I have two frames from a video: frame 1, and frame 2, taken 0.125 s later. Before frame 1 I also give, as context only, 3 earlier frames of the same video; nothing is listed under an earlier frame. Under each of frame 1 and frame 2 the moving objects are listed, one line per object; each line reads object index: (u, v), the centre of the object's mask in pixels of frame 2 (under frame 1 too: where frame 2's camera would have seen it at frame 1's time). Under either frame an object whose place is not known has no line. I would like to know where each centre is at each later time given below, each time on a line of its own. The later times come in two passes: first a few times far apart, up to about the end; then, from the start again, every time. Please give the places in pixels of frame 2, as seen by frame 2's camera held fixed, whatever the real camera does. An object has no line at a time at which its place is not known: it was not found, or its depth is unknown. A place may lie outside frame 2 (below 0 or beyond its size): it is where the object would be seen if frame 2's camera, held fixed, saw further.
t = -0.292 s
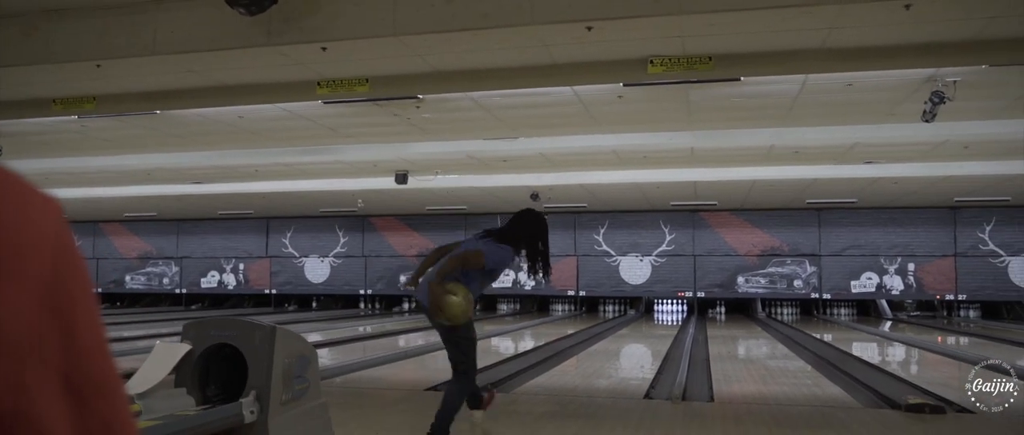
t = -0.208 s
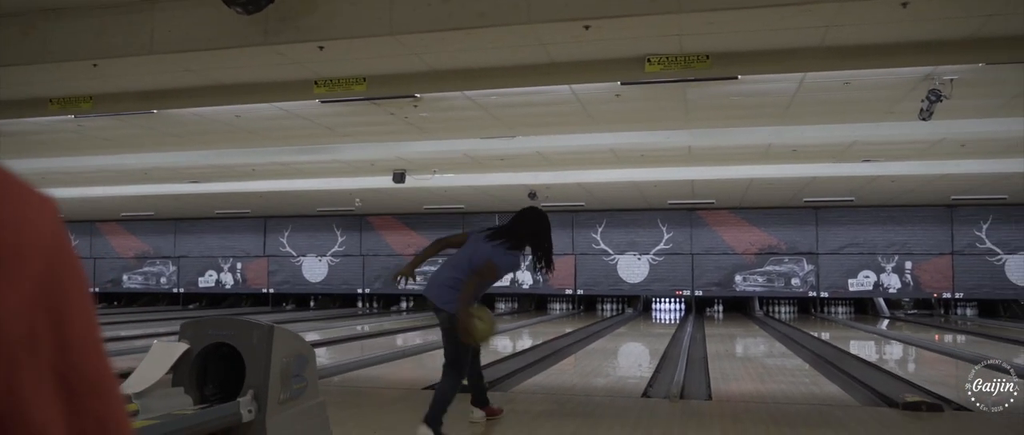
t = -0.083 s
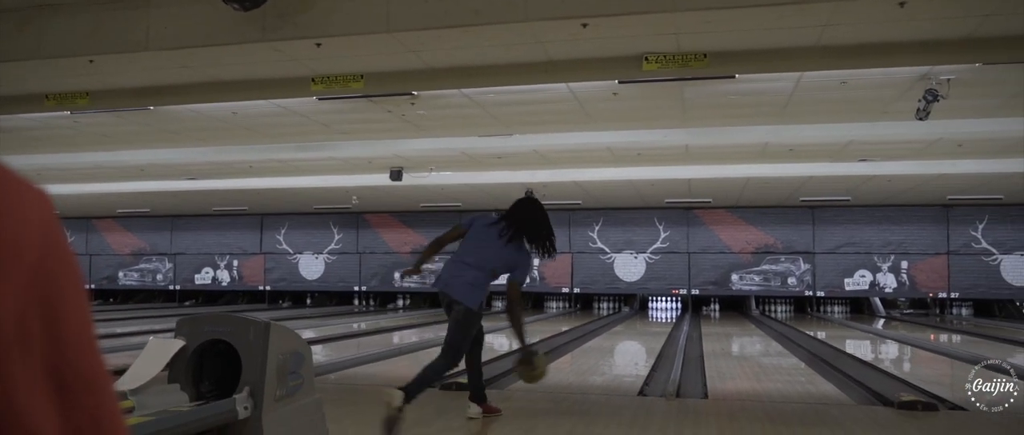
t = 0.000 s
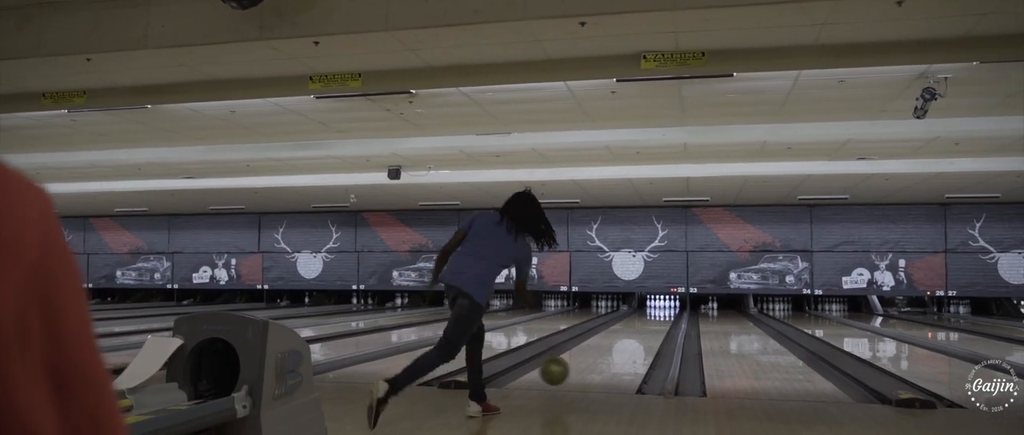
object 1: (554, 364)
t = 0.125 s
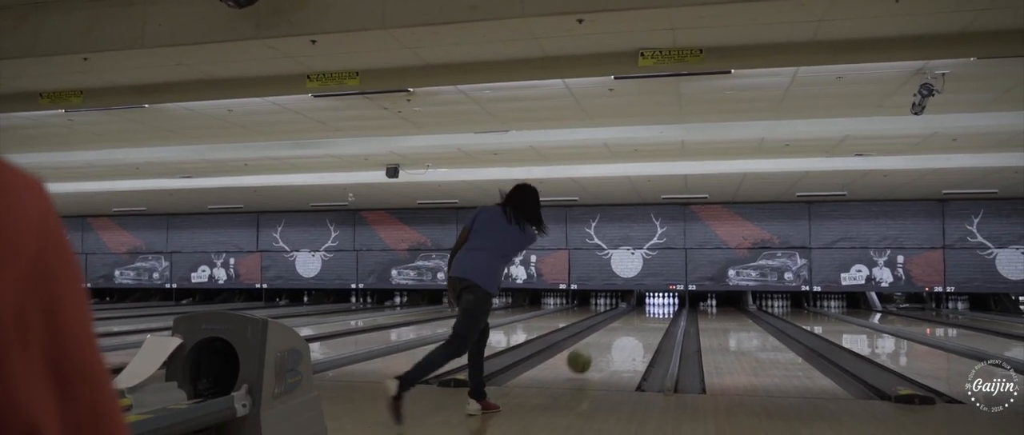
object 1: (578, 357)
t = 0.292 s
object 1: (602, 349)
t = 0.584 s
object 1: (627, 331)
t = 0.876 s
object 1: (642, 321)
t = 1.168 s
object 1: (653, 315)
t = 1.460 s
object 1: (659, 311)
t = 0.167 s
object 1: (585, 353)
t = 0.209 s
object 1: (591, 350)
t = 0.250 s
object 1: (597, 350)
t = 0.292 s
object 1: (602, 349)
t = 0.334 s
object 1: (606, 344)
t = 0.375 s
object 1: (610, 343)
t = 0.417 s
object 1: (615, 341)
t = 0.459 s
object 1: (617, 338)
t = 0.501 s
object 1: (621, 335)
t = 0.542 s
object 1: (624, 333)
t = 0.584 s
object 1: (627, 331)
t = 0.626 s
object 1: (629, 329)
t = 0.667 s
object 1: (631, 327)
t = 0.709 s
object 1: (634, 326)
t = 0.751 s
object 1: (637, 324)
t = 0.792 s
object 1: (639, 323)
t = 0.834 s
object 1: (640, 323)
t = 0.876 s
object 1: (642, 321)
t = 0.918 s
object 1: (643, 320)
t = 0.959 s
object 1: (646, 319)
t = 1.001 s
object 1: (647, 319)
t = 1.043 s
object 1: (648, 317)
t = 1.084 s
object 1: (650, 317)
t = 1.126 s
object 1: (651, 316)
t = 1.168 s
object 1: (653, 315)
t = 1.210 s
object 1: (653, 315)
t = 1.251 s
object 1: (654, 314)
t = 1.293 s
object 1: (655, 313)
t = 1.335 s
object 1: (657, 313)
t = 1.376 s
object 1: (657, 312)
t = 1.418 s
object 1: (658, 312)
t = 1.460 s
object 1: (659, 311)
